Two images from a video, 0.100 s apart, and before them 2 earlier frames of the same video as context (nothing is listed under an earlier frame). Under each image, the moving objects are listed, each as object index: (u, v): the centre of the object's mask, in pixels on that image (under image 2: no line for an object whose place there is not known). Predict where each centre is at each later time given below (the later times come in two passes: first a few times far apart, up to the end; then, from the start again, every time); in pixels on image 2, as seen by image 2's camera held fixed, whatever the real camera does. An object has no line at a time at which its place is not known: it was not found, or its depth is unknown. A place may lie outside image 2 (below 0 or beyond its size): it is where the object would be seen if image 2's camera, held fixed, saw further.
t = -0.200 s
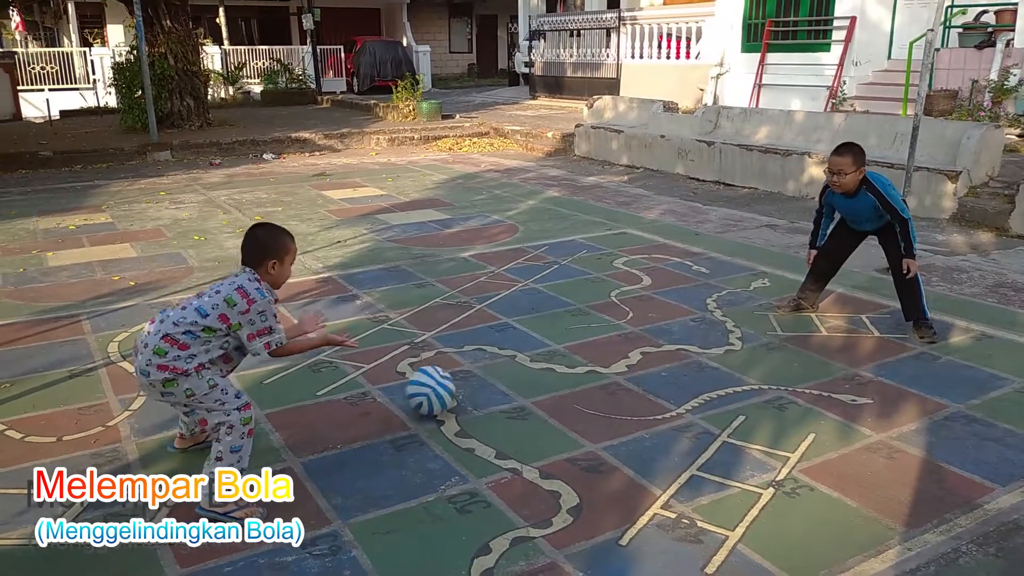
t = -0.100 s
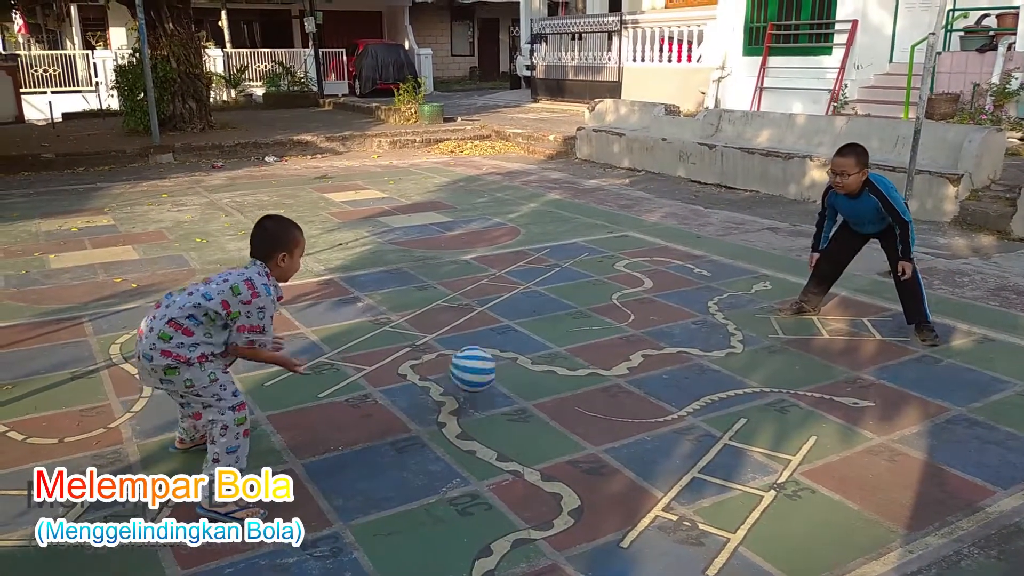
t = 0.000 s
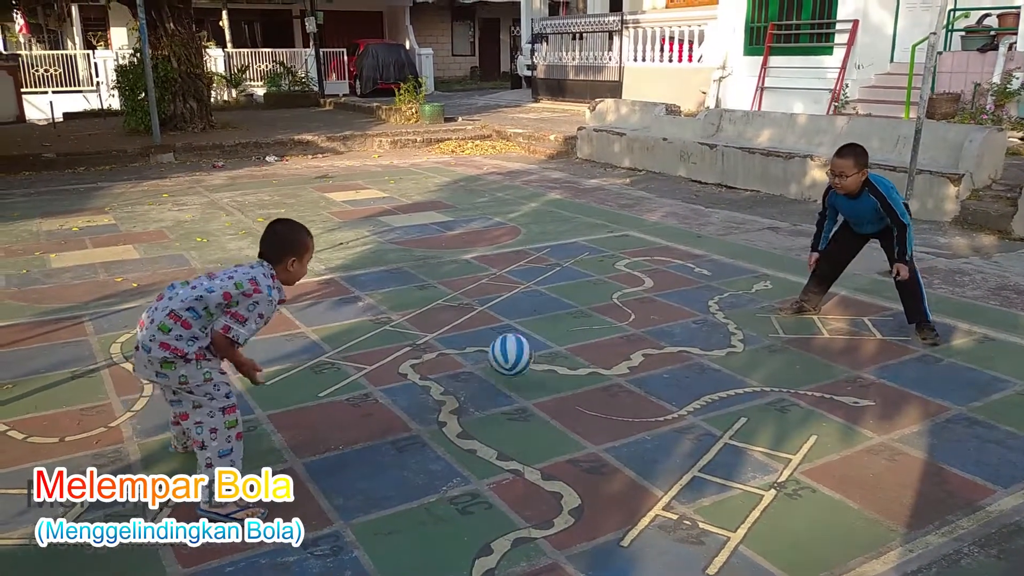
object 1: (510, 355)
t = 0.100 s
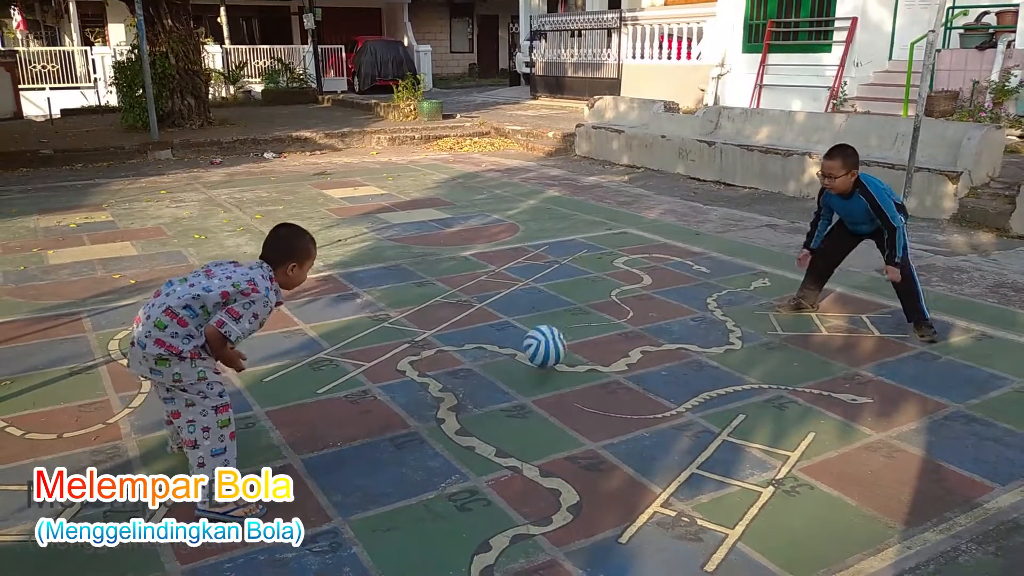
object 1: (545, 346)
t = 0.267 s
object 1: (590, 327)
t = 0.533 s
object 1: (651, 310)
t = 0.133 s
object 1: (554, 339)
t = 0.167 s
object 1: (563, 333)
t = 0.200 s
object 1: (572, 329)
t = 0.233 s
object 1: (581, 327)
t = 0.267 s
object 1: (590, 327)
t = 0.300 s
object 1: (600, 328)
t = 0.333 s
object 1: (609, 327)
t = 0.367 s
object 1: (617, 319)
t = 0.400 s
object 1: (624, 314)
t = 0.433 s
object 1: (631, 310)
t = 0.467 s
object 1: (638, 308)
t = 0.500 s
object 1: (644, 308)
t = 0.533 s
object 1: (651, 310)
